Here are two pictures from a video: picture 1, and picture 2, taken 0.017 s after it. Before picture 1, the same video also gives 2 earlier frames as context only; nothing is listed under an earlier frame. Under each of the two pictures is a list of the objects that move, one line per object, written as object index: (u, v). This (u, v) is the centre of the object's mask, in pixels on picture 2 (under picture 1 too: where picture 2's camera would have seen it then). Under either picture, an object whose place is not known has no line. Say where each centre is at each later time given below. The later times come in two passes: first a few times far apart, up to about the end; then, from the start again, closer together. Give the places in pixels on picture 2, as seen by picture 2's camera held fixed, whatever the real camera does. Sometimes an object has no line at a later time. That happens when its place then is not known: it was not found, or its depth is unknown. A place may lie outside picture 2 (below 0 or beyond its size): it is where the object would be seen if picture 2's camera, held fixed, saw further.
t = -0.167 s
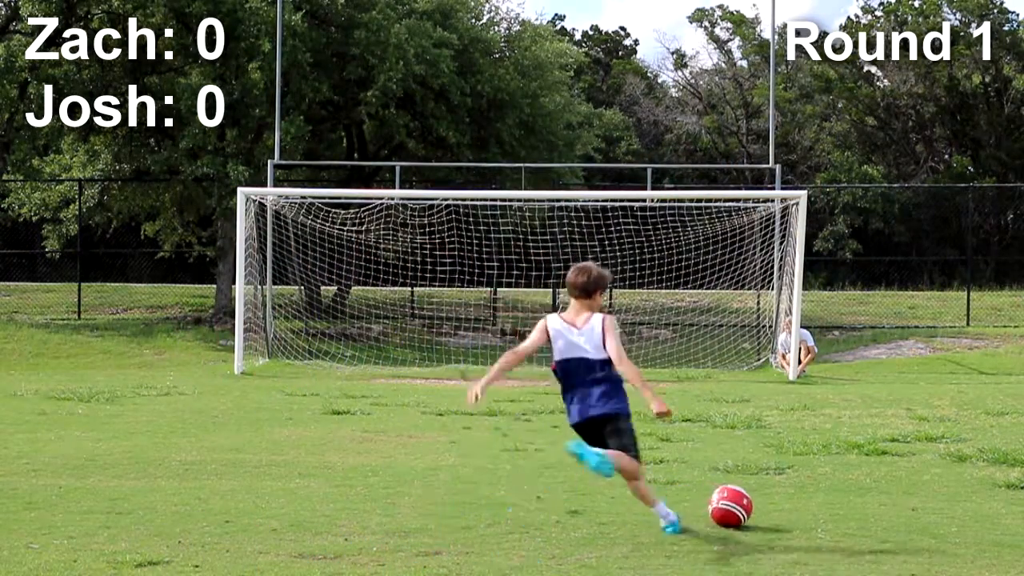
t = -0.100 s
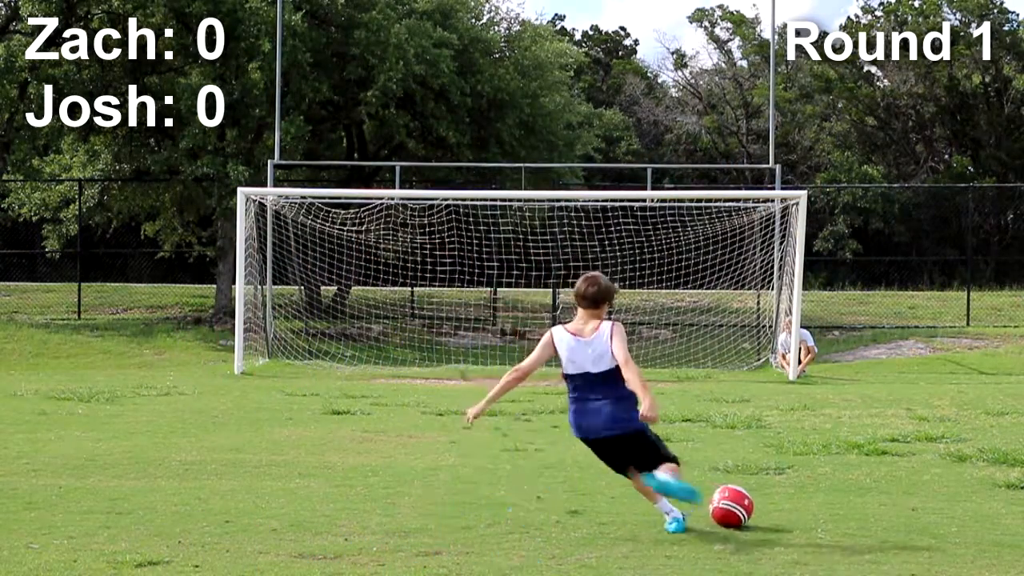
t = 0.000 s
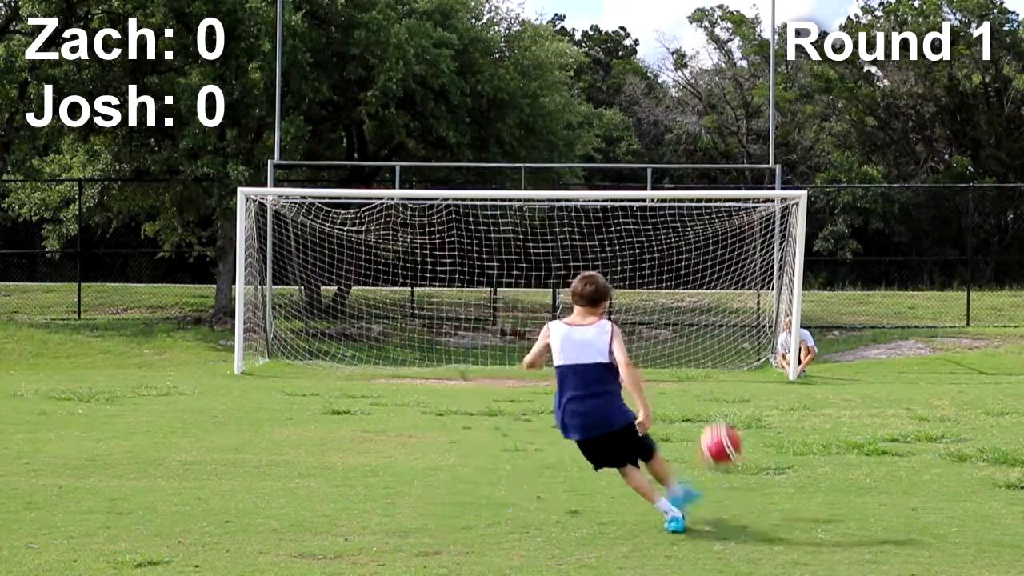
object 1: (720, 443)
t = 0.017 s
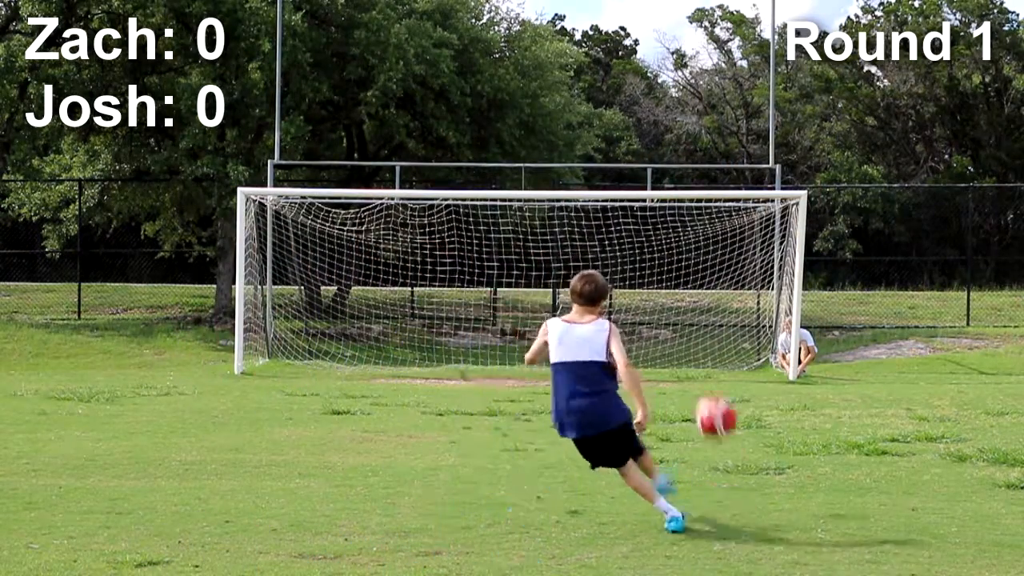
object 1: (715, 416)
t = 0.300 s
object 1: (669, 115)
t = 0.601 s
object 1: (653, 10)
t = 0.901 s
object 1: (647, 18)
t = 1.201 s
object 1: (643, 94)
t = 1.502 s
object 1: (639, 217)
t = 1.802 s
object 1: (633, 352)
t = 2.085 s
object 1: (638, 350)
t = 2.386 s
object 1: (645, 365)
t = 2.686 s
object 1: (651, 365)
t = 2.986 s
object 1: (654, 365)
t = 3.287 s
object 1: (654, 364)
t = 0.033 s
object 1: (711, 389)
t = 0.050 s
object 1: (707, 365)
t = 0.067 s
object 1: (703, 341)
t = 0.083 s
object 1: (699, 317)
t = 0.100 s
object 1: (697, 297)
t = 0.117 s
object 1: (693, 277)
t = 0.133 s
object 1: (691, 259)
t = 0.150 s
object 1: (687, 240)
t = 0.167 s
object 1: (685, 223)
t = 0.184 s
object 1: (682, 208)
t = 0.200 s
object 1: (680, 191)
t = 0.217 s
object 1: (678, 175)
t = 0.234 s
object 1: (676, 163)
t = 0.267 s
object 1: (672, 138)
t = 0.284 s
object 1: (671, 127)
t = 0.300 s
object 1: (669, 115)
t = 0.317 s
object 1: (668, 105)
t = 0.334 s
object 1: (666, 97)
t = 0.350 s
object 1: (664, 87)
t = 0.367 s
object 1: (662, 78)
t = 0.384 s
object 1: (662, 71)
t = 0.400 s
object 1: (662, 65)
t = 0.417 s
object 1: (661, 57)
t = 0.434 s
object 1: (661, 50)
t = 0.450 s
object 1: (659, 44)
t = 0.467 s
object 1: (658, 39)
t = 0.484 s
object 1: (658, 34)
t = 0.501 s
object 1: (657, 29)
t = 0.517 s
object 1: (656, 25)
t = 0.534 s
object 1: (656, 21)
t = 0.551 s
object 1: (655, 17)
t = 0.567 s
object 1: (654, 14)
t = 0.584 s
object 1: (653, 12)
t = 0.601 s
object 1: (653, 10)
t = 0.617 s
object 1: (652, 9)
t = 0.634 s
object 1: (652, 8)
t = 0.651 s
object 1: (651, 7)
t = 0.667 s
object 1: (651, 7)
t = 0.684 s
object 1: (651, 6)
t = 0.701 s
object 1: (650, 6)
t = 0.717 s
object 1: (650, 6)
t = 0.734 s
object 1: (649, 6)
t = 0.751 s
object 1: (649, 6)
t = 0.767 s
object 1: (649, 6)
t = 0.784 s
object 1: (648, 7)
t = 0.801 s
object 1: (648, 7)
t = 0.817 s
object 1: (648, 8)
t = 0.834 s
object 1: (648, 9)
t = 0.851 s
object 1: (648, 11)
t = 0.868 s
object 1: (648, 12)
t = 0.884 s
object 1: (647, 15)
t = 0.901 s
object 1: (647, 18)
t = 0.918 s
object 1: (647, 21)
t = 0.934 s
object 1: (648, 24)
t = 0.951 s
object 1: (647, 27)
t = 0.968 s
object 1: (647, 30)
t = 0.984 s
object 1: (647, 34)
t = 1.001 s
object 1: (646, 37)
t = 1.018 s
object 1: (646, 42)
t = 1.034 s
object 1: (646, 46)
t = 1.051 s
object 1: (646, 50)
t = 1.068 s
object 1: (645, 54)
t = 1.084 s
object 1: (645, 58)
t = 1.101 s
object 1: (645, 63)
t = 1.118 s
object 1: (644, 68)
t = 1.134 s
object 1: (644, 73)
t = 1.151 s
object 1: (644, 79)
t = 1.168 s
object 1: (644, 84)
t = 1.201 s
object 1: (643, 94)
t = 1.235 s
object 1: (644, 107)
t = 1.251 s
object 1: (643, 113)
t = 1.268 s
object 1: (643, 119)
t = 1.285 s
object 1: (643, 125)
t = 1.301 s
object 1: (642, 132)
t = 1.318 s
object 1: (643, 138)
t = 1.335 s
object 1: (642, 144)
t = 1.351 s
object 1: (642, 151)
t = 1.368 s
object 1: (642, 158)
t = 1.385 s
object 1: (642, 165)
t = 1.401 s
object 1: (641, 173)
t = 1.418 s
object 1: (641, 179)
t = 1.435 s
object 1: (640, 187)
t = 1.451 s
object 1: (640, 194)
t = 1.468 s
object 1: (640, 202)
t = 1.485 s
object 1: (640, 210)
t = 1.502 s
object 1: (639, 217)
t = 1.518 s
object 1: (639, 225)
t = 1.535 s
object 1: (638, 233)
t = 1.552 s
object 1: (638, 240)
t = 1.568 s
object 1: (638, 248)
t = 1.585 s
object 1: (638, 257)
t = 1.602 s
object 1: (637, 265)
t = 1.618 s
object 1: (637, 273)
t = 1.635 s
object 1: (637, 281)
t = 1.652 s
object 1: (635, 289)
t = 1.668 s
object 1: (635, 299)
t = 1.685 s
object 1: (634, 308)
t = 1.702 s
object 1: (635, 315)
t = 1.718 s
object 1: (635, 324)
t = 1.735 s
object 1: (634, 330)
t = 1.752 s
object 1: (634, 336)
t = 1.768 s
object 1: (634, 342)
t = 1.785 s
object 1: (634, 347)
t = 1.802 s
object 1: (633, 352)
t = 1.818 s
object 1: (634, 356)
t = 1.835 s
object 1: (633, 360)
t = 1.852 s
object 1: (633, 364)
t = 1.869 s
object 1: (632, 365)
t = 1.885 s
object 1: (633, 365)
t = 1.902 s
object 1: (632, 364)
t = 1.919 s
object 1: (632, 363)
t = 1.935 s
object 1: (633, 361)
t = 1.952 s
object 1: (634, 358)
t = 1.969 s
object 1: (634, 357)
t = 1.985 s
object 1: (634, 355)
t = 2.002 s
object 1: (636, 353)
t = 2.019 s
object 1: (637, 352)
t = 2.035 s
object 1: (637, 352)
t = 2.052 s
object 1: (637, 351)
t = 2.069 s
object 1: (638, 350)
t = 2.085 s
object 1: (638, 350)
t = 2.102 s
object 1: (638, 349)
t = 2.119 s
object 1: (639, 349)
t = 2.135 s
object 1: (639, 349)
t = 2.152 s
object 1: (640, 349)
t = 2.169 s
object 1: (639, 349)
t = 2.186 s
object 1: (640, 350)
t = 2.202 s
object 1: (641, 350)
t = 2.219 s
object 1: (641, 351)
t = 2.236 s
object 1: (641, 352)
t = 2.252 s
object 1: (642, 353)
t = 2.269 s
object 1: (643, 356)
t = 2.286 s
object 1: (644, 357)
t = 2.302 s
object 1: (644, 360)
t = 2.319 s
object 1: (644, 362)
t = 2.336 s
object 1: (644, 364)
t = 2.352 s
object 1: (644, 365)
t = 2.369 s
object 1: (645, 365)
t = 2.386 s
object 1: (645, 365)
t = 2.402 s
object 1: (645, 365)
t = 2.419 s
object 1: (646, 365)
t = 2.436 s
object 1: (646, 364)
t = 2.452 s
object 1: (648, 363)
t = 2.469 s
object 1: (648, 363)
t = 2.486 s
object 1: (648, 363)
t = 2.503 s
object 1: (648, 362)
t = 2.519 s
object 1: (649, 363)
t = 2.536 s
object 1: (650, 363)
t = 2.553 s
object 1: (650, 363)
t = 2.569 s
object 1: (650, 364)
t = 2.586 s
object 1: (650, 364)
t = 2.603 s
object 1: (650, 364)
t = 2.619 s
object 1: (650, 364)
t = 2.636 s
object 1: (651, 365)
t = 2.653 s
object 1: (651, 364)
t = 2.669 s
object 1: (651, 365)
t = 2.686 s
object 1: (651, 365)
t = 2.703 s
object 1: (651, 365)
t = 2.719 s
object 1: (652, 365)
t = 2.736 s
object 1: (652, 365)
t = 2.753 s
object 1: (652, 365)
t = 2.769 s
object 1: (652, 365)
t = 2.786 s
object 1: (652, 365)
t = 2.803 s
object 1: (652, 364)
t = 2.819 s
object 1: (653, 364)
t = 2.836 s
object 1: (653, 364)
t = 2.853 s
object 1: (654, 365)
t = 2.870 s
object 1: (655, 365)
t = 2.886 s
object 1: (655, 365)
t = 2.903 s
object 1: (655, 365)
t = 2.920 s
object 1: (654, 365)
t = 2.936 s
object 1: (654, 365)
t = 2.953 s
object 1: (654, 365)
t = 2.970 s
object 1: (654, 365)
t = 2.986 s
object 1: (654, 365)
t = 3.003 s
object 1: (654, 365)
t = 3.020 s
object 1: (654, 365)
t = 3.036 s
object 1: (654, 365)
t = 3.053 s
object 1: (654, 365)
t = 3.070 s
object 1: (654, 365)
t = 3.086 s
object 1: (654, 365)
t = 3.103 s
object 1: (654, 365)
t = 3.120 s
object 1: (654, 365)
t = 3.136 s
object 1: (654, 365)
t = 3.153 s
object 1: (654, 365)
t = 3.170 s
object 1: (654, 365)
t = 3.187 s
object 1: (654, 365)
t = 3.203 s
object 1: (654, 365)
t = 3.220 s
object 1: (654, 365)
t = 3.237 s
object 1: (654, 365)
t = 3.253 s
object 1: (654, 365)
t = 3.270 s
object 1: (654, 365)
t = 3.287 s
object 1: (654, 364)
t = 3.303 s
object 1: (654, 364)
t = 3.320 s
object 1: (654, 365)
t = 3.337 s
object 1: (654, 365)
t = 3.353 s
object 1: (654, 364)
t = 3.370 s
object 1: (654, 364)
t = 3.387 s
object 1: (654, 364)
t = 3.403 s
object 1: (654, 365)
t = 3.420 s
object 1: (654, 365)
